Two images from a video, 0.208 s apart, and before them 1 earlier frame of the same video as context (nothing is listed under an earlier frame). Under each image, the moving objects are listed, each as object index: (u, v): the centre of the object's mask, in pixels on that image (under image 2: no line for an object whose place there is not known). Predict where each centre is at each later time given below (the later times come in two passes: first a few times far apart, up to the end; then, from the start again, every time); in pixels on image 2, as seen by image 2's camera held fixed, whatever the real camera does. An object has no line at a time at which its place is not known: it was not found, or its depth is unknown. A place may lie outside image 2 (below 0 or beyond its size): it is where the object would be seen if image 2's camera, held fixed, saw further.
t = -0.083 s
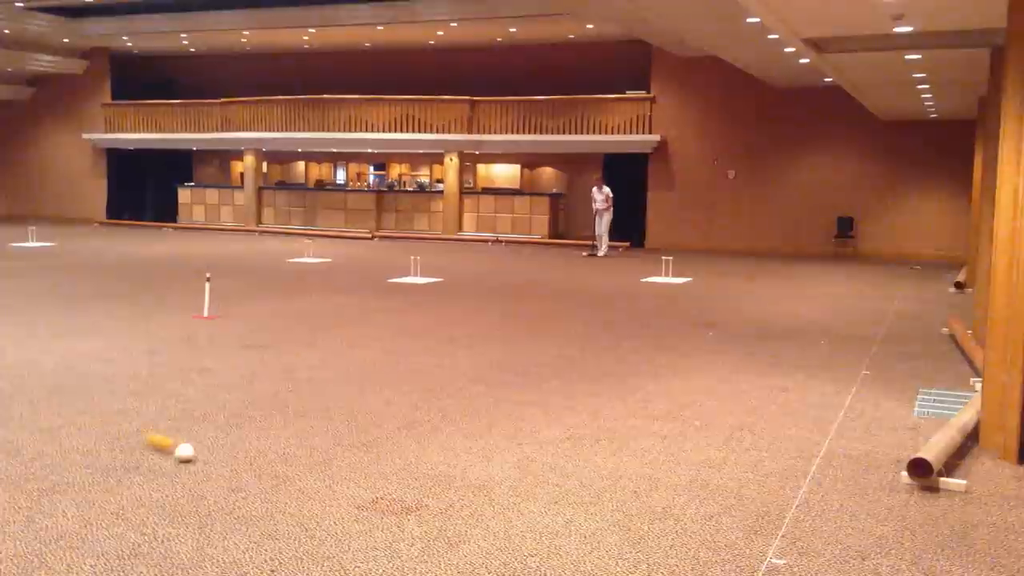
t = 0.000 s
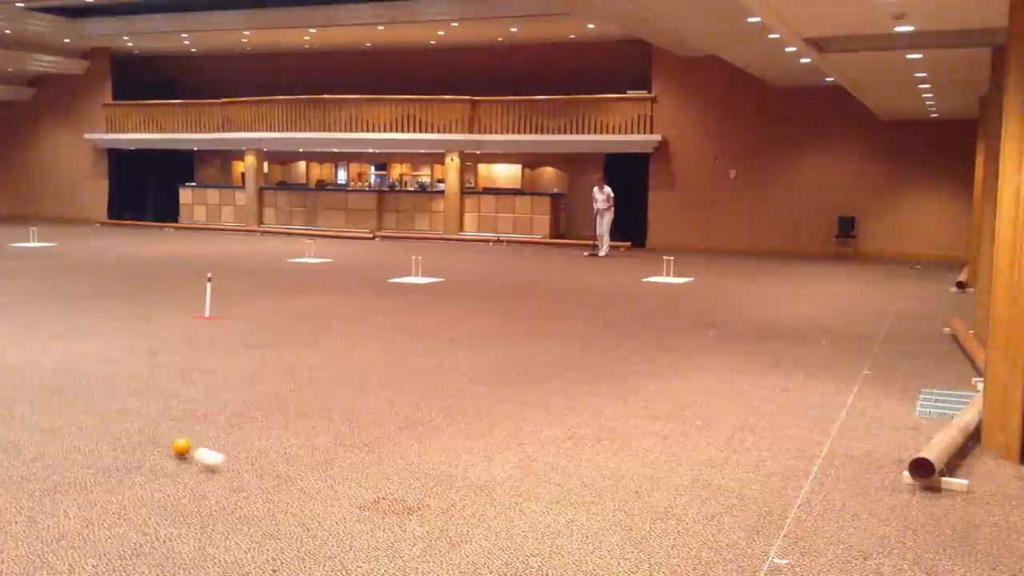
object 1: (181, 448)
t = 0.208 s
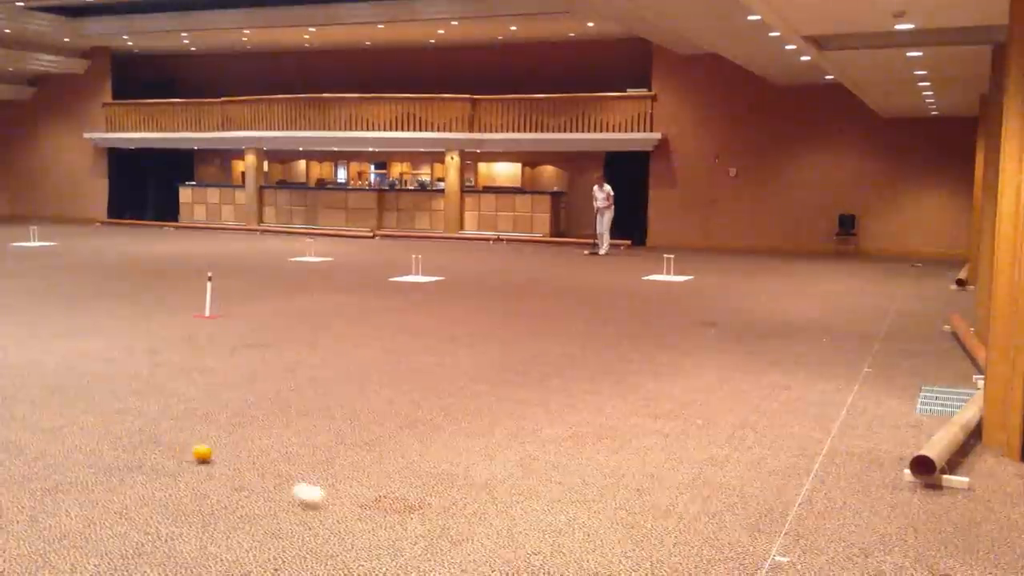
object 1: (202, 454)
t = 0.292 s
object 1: (215, 457)
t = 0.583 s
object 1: (267, 473)
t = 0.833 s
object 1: (313, 487)
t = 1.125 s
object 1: (371, 504)
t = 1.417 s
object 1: (429, 520)
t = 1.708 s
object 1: (489, 538)
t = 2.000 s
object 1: (550, 555)
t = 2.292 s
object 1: (610, 574)
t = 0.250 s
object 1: (208, 456)
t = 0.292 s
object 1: (215, 457)
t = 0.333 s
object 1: (222, 460)
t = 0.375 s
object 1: (229, 462)
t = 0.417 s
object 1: (237, 465)
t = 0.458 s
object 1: (244, 467)
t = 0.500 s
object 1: (252, 469)
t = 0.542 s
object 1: (259, 471)
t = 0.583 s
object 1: (267, 473)
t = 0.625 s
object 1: (274, 476)
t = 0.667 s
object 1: (282, 478)
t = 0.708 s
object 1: (290, 480)
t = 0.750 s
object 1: (298, 483)
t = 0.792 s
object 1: (305, 485)
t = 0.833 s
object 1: (313, 487)
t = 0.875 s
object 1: (322, 489)
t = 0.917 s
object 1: (329, 491)
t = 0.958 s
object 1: (339, 494)
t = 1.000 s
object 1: (346, 496)
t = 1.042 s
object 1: (354, 499)
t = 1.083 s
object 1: (363, 501)
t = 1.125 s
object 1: (371, 504)
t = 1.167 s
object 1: (379, 506)
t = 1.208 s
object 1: (387, 508)
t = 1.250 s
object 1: (396, 511)
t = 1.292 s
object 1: (405, 513)
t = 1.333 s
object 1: (413, 516)
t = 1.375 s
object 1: (420, 518)
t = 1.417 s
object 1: (429, 520)
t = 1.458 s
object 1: (438, 524)
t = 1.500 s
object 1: (446, 527)
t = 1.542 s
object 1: (455, 529)
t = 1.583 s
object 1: (463, 531)
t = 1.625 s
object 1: (472, 534)
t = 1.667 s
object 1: (481, 537)
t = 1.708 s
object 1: (489, 538)
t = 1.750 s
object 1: (498, 541)
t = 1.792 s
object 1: (506, 544)
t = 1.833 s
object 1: (515, 546)
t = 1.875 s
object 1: (524, 549)
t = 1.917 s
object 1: (532, 551)
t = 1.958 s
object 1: (541, 553)
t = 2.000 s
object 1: (550, 555)
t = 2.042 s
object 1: (559, 558)
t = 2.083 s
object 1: (567, 560)
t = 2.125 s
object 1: (577, 563)
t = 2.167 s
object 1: (585, 566)
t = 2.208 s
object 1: (593, 568)
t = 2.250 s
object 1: (602, 570)
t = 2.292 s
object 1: (610, 574)
